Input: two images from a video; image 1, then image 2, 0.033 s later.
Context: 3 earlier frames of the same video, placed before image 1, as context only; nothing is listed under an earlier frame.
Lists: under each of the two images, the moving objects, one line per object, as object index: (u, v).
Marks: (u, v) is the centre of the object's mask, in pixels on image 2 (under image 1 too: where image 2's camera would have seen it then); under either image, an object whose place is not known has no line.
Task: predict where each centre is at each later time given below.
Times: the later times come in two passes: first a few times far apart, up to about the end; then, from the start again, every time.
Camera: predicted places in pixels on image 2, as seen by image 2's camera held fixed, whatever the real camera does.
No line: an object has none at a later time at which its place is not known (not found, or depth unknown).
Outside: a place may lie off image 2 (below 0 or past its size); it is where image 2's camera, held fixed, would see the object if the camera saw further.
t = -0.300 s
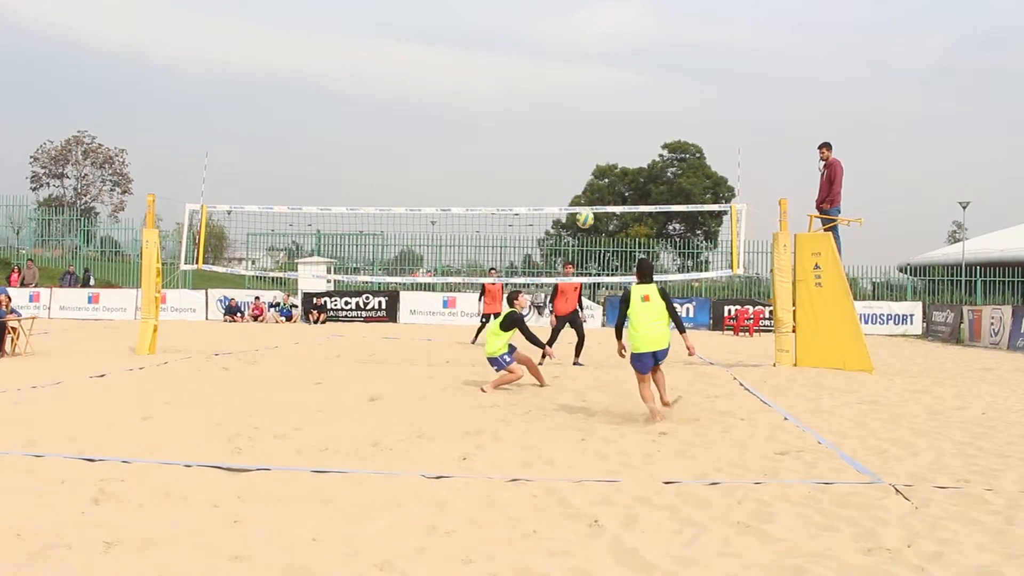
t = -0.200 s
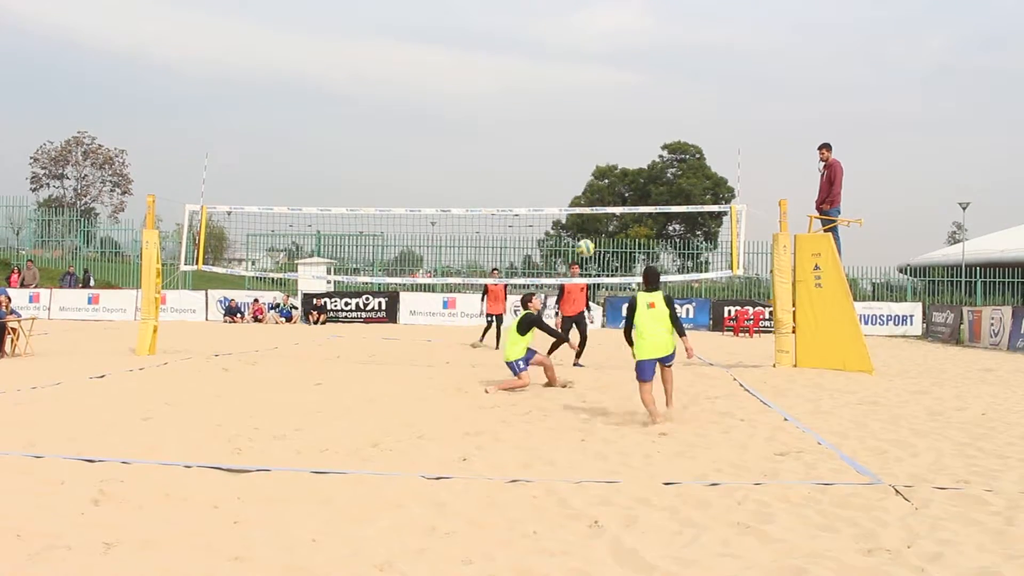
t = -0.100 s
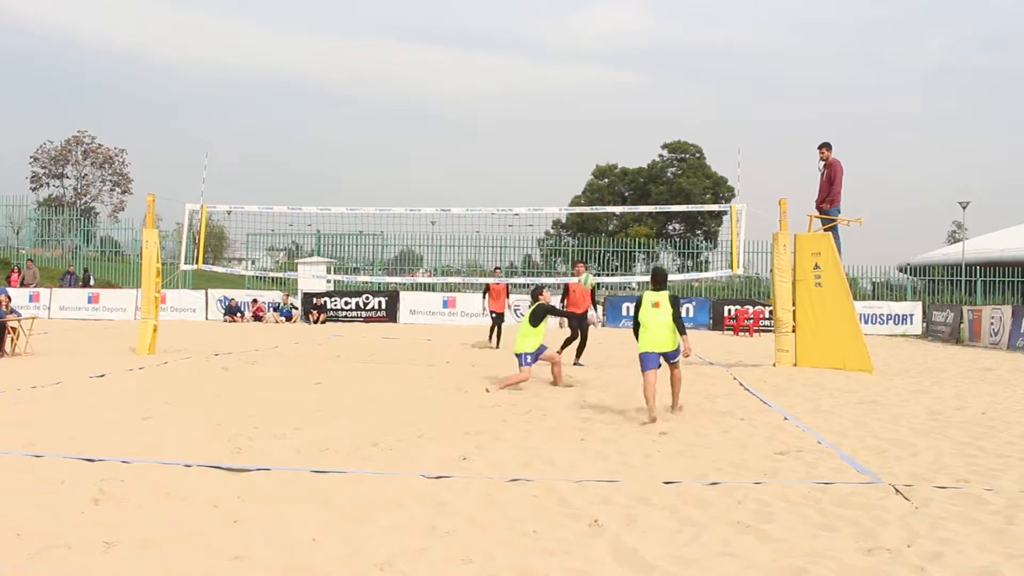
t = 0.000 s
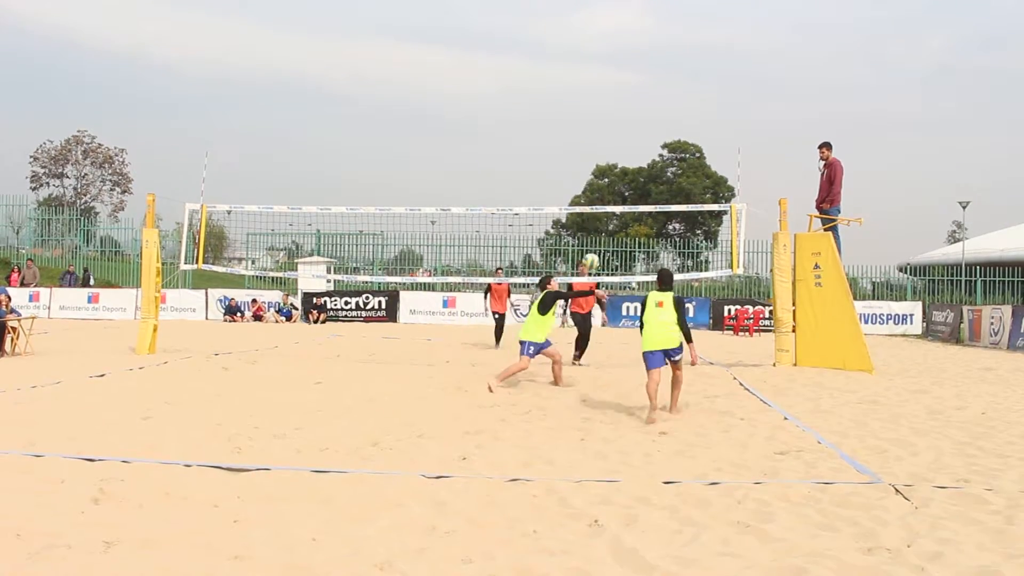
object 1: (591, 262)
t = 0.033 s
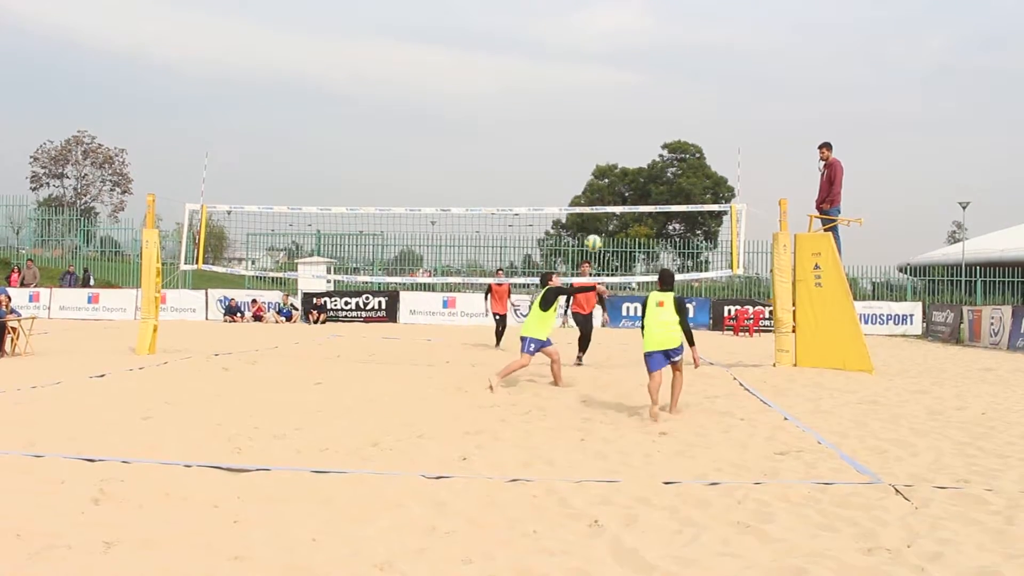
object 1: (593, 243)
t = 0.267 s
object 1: (607, 137)
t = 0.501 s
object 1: (620, 76)
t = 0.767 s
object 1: (636, 56)
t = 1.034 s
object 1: (650, 88)
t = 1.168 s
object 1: (658, 122)
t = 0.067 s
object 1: (595, 225)
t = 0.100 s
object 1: (597, 208)
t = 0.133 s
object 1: (599, 192)
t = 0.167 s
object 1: (601, 177)
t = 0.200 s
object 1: (603, 163)
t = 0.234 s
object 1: (605, 149)
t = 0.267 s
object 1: (607, 137)
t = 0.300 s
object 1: (609, 126)
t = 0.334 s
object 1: (611, 115)
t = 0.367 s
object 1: (612, 106)
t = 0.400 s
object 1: (614, 97)
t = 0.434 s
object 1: (616, 90)
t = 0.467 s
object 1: (618, 82)
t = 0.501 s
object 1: (620, 76)
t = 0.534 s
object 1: (622, 71)
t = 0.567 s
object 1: (624, 66)
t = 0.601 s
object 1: (626, 62)
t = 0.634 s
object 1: (628, 59)
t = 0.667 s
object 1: (630, 58)
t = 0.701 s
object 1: (632, 56)
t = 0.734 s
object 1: (634, 56)
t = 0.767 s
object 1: (636, 56)
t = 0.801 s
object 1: (637, 57)
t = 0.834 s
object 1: (639, 59)
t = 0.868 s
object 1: (641, 61)
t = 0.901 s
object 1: (642, 65)
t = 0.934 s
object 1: (644, 69)
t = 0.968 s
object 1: (647, 75)
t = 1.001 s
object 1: (649, 81)
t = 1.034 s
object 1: (650, 88)
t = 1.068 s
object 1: (652, 95)
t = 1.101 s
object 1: (654, 103)
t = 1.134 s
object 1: (656, 112)
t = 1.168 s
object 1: (658, 122)
